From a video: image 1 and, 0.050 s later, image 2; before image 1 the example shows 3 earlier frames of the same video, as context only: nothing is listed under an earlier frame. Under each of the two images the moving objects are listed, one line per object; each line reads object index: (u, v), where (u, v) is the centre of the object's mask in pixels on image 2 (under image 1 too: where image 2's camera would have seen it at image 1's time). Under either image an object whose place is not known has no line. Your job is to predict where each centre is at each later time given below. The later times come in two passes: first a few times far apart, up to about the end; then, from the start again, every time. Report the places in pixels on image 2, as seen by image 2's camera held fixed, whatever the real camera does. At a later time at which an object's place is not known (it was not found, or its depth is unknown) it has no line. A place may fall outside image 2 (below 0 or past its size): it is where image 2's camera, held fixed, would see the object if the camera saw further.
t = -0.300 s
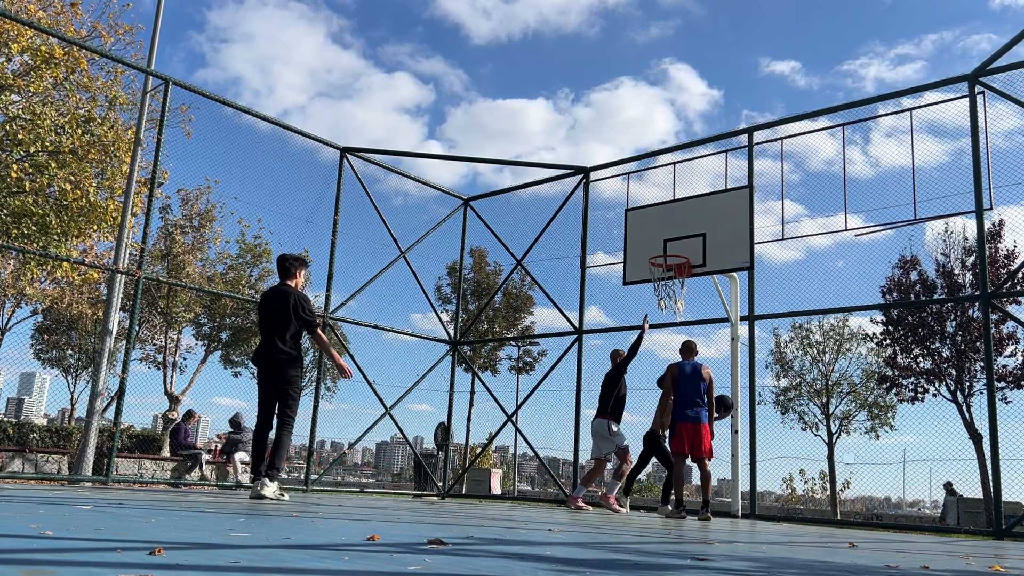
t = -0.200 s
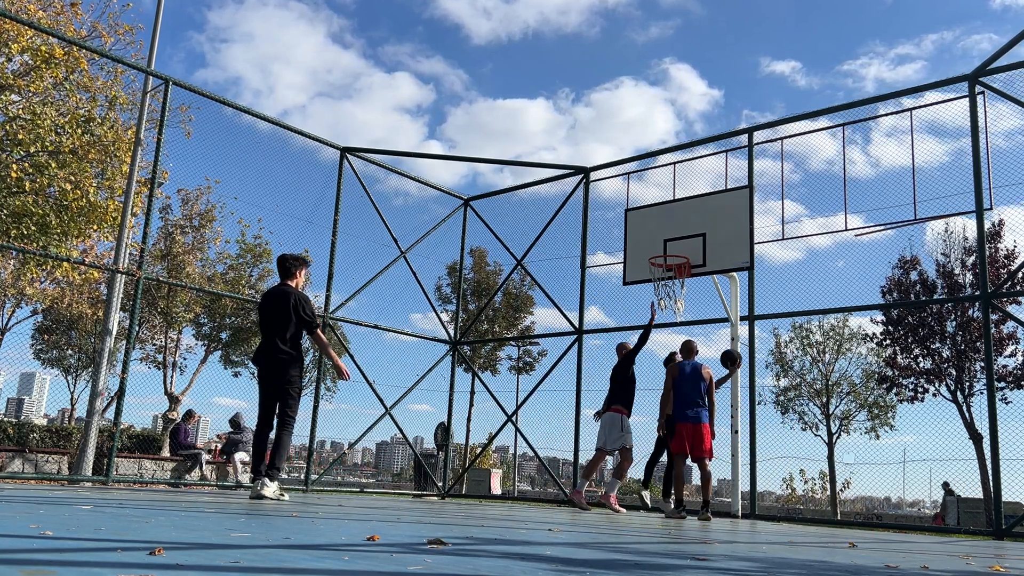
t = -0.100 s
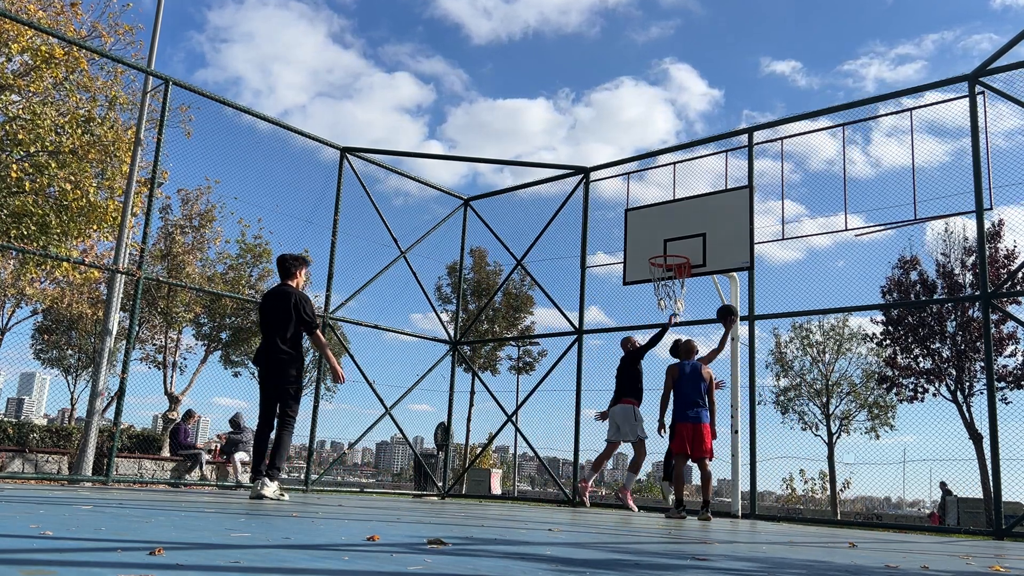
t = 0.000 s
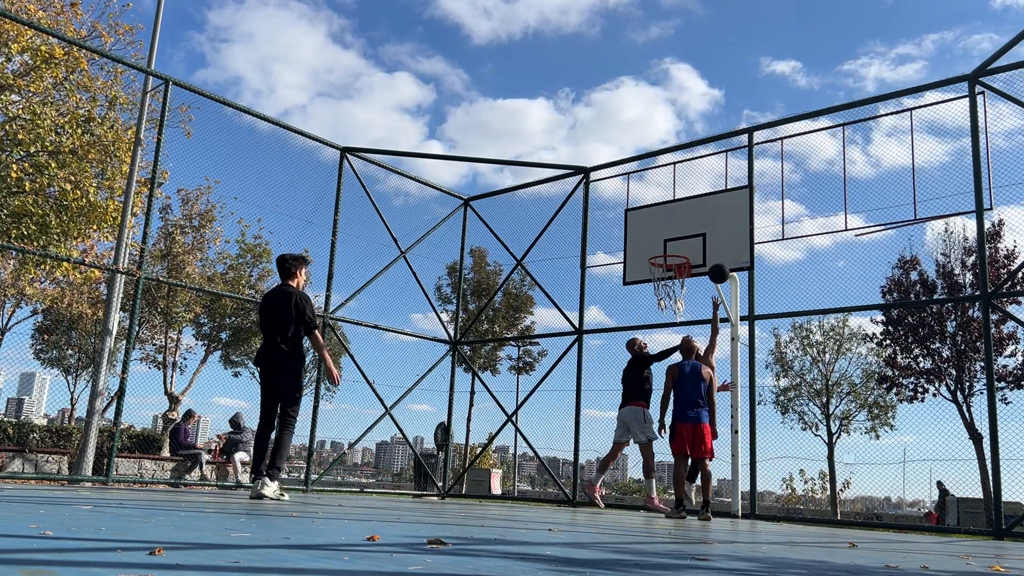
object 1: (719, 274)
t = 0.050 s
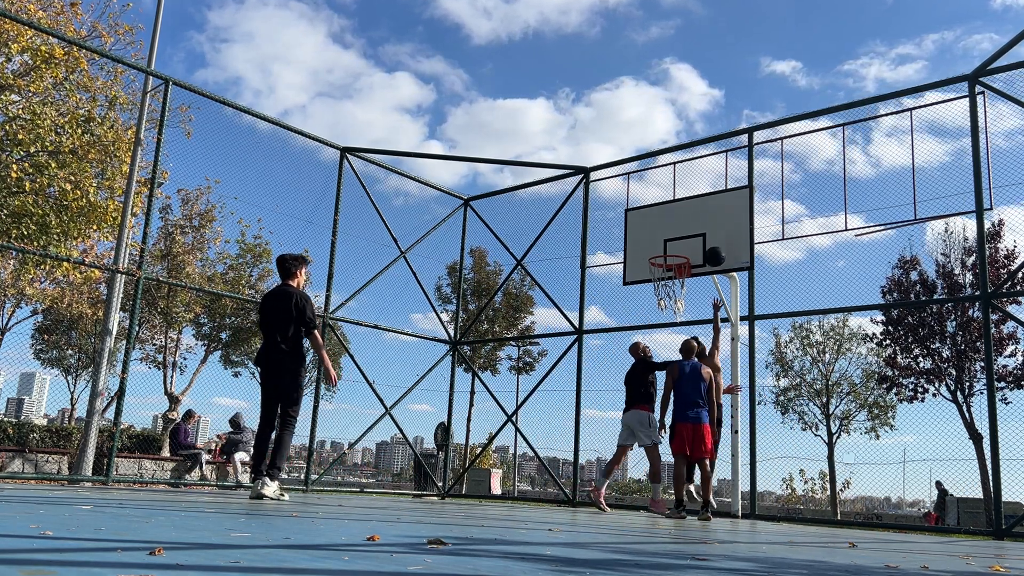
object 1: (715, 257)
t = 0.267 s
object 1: (698, 210)
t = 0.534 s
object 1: (674, 209)
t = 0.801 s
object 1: (644, 259)
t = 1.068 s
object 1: (610, 299)
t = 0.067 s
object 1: (714, 252)
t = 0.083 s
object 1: (712, 247)
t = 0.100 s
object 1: (711, 242)
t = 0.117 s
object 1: (709, 238)
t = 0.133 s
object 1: (708, 234)
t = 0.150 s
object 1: (707, 230)
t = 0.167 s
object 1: (705, 227)
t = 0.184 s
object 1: (704, 224)
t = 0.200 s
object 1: (703, 220)
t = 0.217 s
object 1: (701, 217)
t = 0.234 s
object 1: (700, 215)
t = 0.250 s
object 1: (699, 212)
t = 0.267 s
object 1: (698, 210)
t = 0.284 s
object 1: (696, 208)
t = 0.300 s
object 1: (695, 206)
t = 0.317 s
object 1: (694, 205)
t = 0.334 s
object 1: (693, 204)
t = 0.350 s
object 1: (692, 203)
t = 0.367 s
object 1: (690, 202)
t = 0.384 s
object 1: (689, 202)
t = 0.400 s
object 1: (687, 202)
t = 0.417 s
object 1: (685, 202)
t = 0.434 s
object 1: (684, 202)
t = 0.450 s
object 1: (682, 203)
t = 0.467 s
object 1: (681, 204)
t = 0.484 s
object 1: (679, 205)
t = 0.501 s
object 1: (677, 206)
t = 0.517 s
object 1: (676, 208)
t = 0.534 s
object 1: (674, 209)
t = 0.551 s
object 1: (672, 212)
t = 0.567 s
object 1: (670, 214)
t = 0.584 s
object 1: (669, 216)
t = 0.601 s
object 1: (667, 219)
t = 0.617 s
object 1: (665, 221)
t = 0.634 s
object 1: (664, 224)
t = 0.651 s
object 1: (662, 227)
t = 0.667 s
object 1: (660, 231)
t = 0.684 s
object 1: (659, 234)
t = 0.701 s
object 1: (657, 238)
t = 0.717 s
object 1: (655, 242)
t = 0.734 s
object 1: (653, 246)
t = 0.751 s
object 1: (651, 250)
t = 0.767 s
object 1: (649, 254)
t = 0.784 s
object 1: (646, 257)
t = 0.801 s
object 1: (644, 259)
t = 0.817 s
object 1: (643, 260)
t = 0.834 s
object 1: (641, 262)
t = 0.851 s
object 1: (639, 263)
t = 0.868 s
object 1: (637, 265)
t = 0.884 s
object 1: (635, 266)
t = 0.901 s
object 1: (633, 268)
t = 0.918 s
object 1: (630, 271)
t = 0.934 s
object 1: (628, 273)
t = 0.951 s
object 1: (626, 276)
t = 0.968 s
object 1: (623, 278)
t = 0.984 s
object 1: (621, 281)
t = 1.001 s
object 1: (619, 284)
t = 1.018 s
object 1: (616, 287)
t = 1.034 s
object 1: (614, 291)
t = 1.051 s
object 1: (612, 295)
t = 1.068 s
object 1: (610, 299)
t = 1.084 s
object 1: (608, 303)
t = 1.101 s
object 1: (605, 307)
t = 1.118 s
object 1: (603, 312)
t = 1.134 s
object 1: (601, 316)
